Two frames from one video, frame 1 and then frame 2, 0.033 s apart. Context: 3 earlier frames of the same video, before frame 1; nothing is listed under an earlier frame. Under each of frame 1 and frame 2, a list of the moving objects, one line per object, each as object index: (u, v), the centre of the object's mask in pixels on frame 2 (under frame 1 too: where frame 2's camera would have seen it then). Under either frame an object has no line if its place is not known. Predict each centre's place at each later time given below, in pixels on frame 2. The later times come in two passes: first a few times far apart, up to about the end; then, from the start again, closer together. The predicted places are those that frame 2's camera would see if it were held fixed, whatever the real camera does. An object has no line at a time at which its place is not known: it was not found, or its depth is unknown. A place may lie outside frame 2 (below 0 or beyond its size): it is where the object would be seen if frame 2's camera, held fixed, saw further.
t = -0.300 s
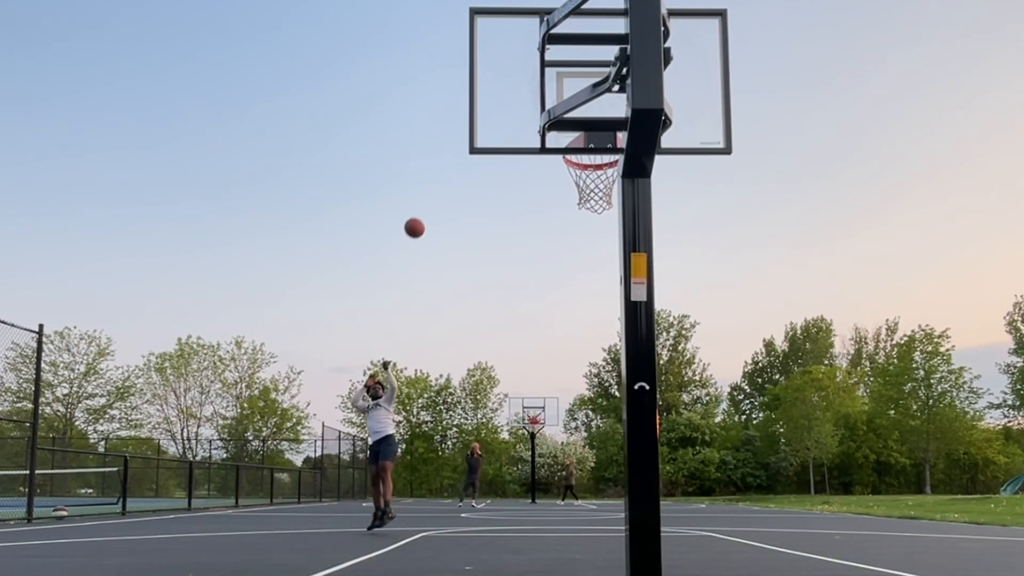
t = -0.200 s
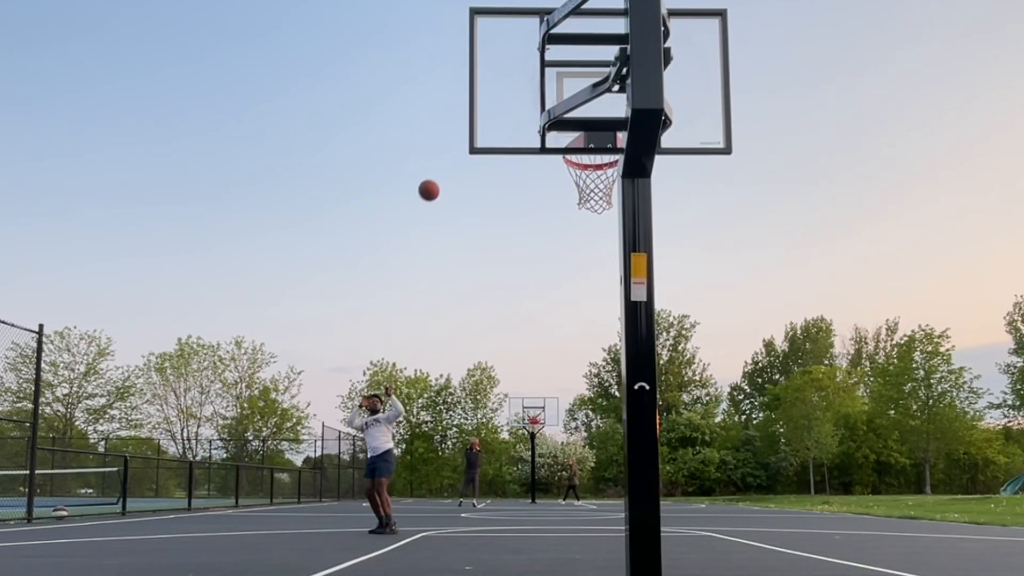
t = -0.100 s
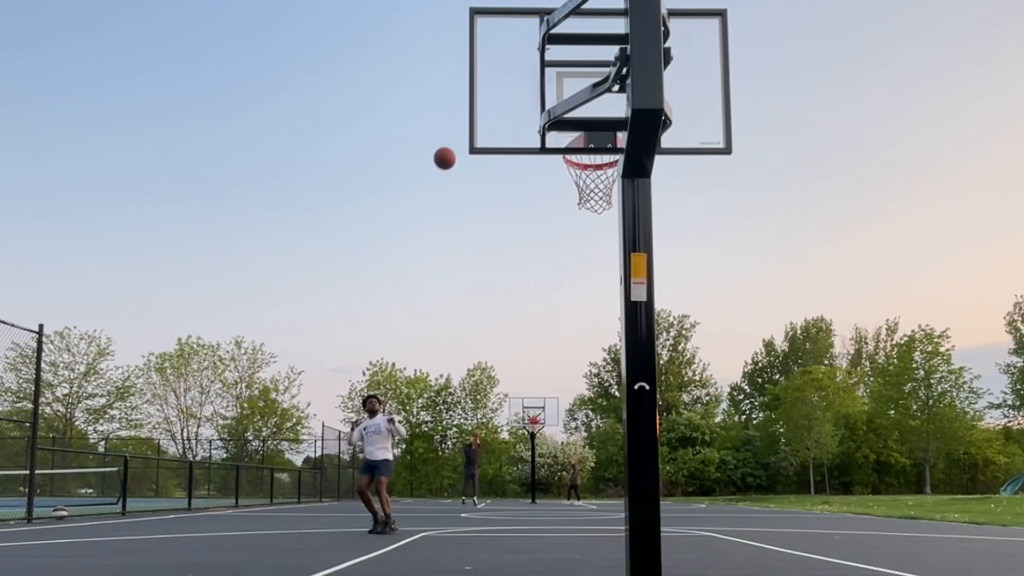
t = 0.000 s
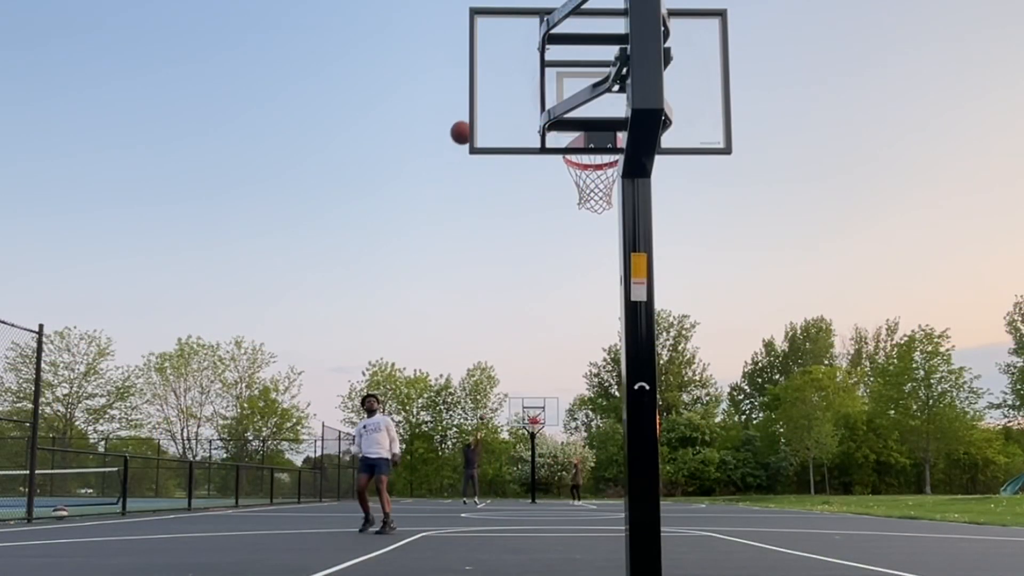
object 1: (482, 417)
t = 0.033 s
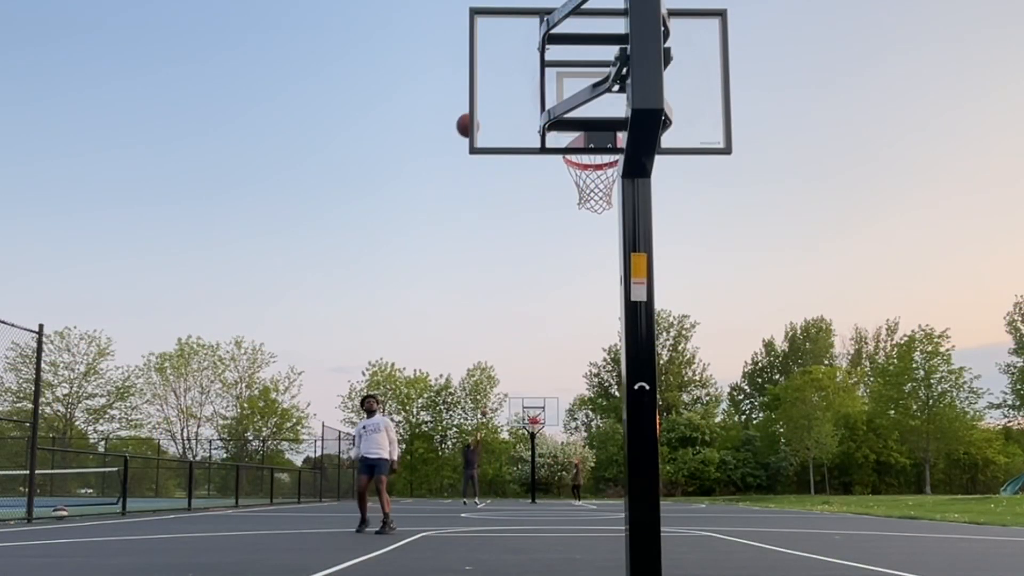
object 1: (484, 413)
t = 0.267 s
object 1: (498, 390)
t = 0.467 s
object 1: (508, 384)
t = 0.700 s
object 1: (520, 391)
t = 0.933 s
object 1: (531, 413)
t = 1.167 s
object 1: (536, 426)
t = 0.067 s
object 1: (486, 408)
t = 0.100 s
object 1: (487, 405)
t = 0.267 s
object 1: (498, 390)
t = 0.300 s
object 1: (500, 388)
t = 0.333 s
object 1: (501, 386)
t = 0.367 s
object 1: (503, 385)
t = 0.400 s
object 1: (505, 385)
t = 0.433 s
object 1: (507, 384)
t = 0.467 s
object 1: (508, 384)
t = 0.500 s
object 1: (510, 384)
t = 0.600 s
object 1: (515, 387)
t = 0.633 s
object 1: (517, 388)
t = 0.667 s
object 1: (518, 389)
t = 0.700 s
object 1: (520, 391)
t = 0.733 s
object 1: (522, 394)
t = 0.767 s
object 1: (523, 396)
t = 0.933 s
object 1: (531, 413)
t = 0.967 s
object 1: (531, 416)
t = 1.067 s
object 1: (535, 425)
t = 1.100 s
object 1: (536, 426)
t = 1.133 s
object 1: (536, 426)
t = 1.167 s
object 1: (536, 426)
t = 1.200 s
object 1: (537, 427)
